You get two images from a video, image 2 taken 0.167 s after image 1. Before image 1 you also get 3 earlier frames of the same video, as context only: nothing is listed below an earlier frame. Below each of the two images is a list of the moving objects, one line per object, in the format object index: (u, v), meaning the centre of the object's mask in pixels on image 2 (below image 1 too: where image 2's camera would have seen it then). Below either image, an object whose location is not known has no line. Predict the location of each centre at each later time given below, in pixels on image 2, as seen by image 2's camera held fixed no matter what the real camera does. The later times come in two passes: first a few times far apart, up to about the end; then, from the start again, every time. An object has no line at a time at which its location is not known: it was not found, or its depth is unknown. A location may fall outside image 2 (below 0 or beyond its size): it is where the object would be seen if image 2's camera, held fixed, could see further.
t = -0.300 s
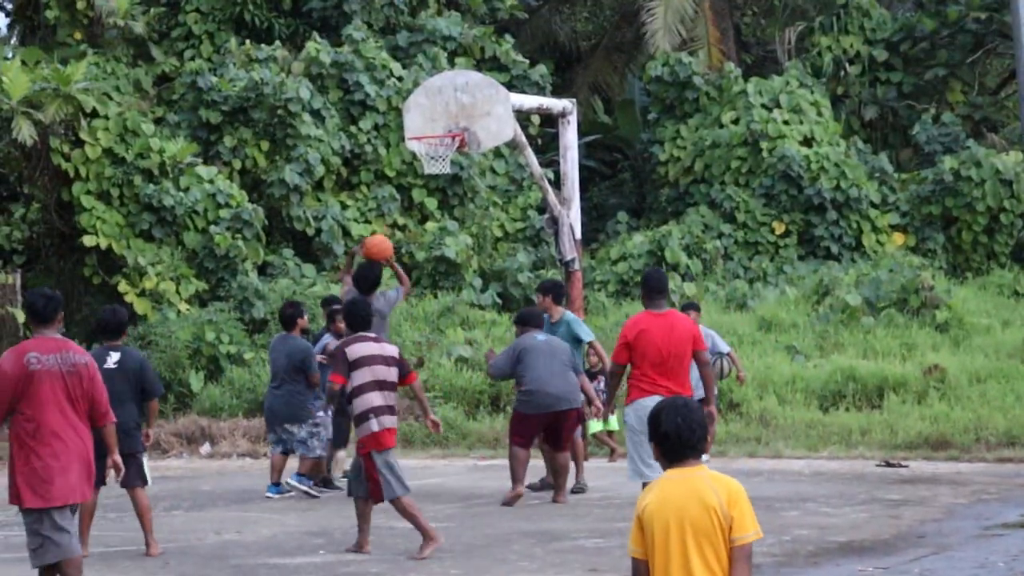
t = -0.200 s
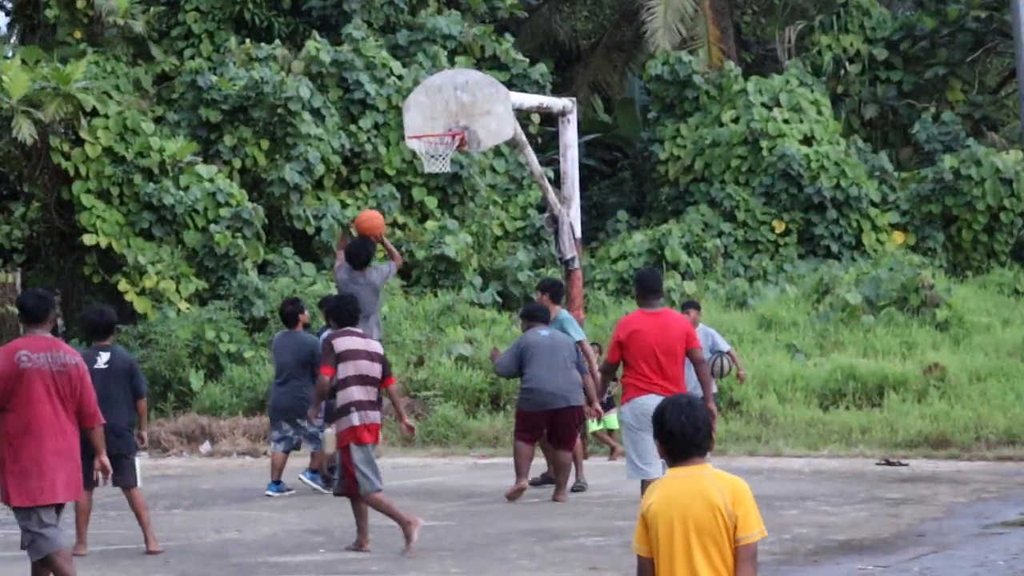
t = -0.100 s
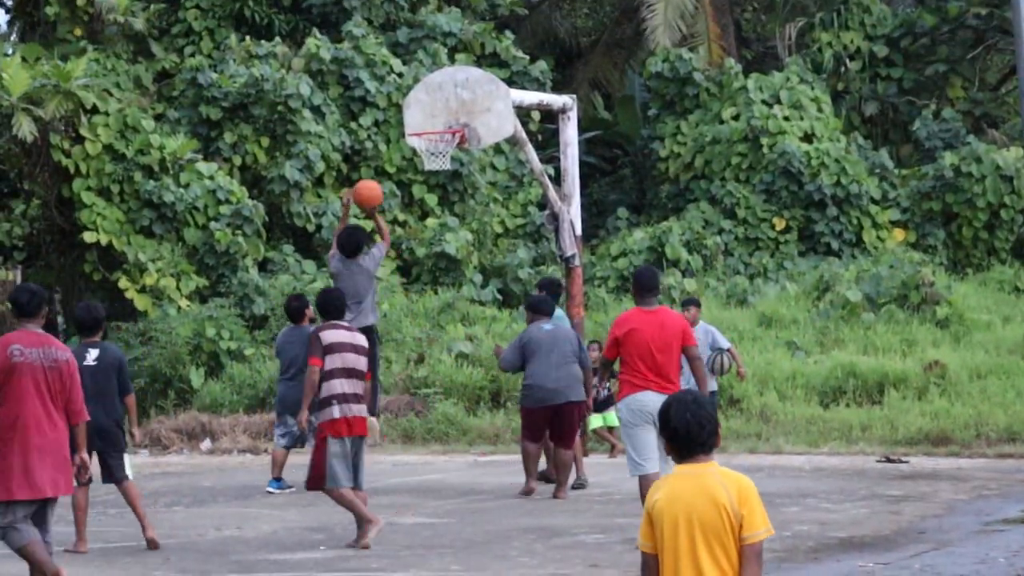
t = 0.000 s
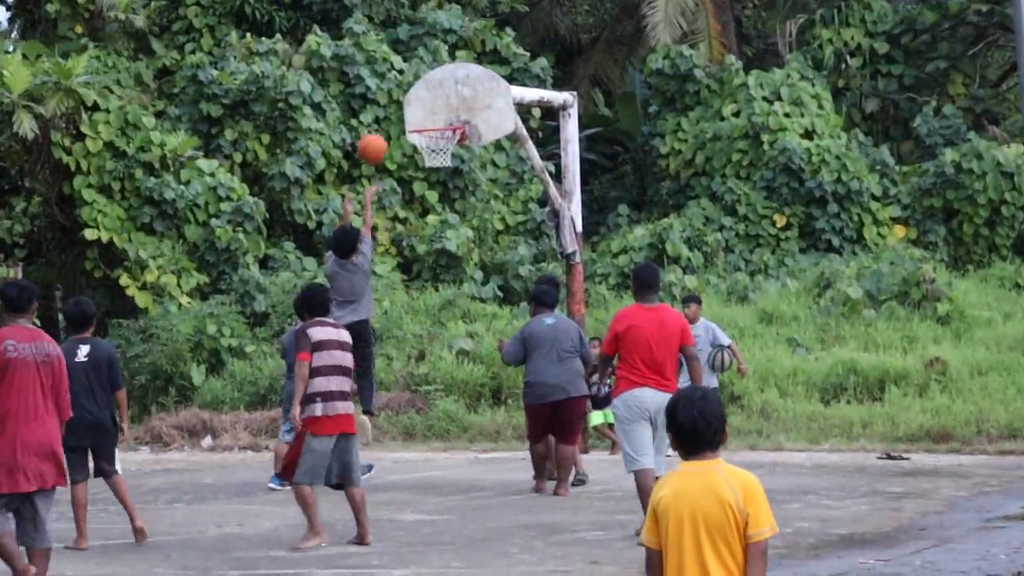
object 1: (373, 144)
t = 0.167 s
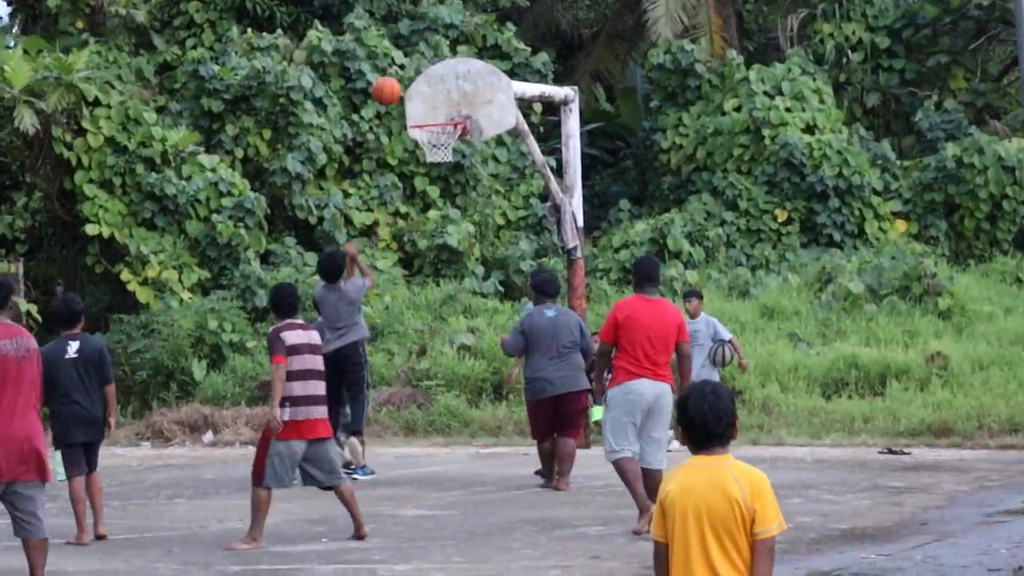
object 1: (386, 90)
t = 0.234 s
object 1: (392, 79)
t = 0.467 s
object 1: (410, 81)
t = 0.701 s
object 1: (429, 119)
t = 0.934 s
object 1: (451, 138)
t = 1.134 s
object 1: (428, 175)
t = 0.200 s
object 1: (389, 84)
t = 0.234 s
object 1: (392, 79)
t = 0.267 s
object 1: (394, 76)
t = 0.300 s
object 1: (397, 73)
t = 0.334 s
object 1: (400, 72)
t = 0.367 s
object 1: (402, 72)
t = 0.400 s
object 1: (404, 73)
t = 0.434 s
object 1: (407, 76)
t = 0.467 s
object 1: (410, 81)
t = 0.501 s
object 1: (412, 86)
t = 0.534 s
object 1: (415, 92)
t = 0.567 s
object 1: (418, 100)
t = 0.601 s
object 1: (420, 109)
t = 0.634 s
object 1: (423, 113)
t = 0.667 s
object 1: (426, 115)
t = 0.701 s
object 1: (429, 119)
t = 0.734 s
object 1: (432, 123)
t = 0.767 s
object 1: (438, 124)
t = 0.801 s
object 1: (445, 127)
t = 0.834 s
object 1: (451, 130)
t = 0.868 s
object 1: (452, 134)
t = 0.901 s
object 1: (452, 137)
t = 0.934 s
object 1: (451, 138)
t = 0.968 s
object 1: (450, 147)
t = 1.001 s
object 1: (445, 152)
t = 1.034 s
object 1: (441, 156)
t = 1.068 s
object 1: (437, 163)
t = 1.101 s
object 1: (432, 168)
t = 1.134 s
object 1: (428, 175)
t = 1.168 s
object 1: (424, 184)
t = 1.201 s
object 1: (420, 195)
